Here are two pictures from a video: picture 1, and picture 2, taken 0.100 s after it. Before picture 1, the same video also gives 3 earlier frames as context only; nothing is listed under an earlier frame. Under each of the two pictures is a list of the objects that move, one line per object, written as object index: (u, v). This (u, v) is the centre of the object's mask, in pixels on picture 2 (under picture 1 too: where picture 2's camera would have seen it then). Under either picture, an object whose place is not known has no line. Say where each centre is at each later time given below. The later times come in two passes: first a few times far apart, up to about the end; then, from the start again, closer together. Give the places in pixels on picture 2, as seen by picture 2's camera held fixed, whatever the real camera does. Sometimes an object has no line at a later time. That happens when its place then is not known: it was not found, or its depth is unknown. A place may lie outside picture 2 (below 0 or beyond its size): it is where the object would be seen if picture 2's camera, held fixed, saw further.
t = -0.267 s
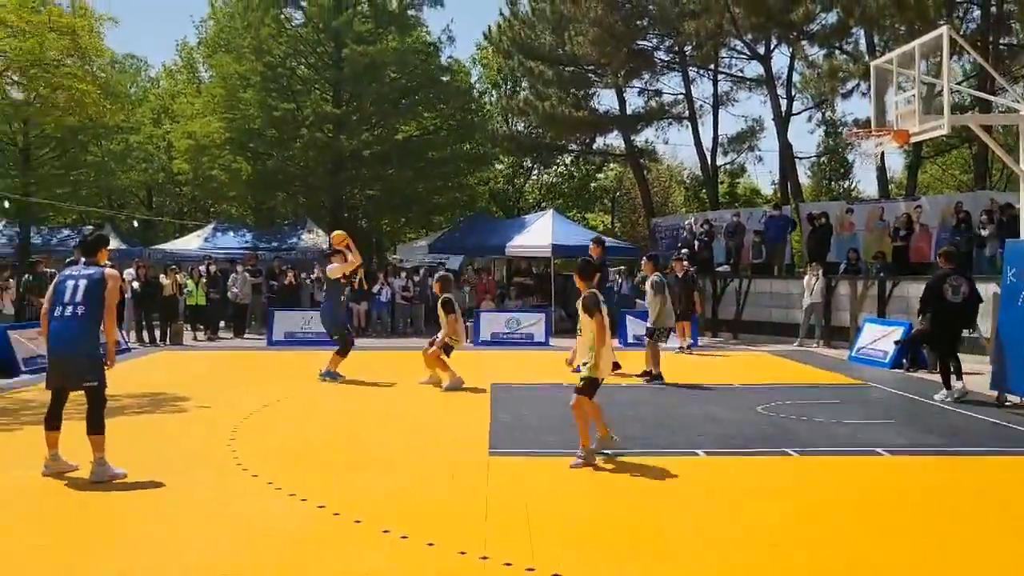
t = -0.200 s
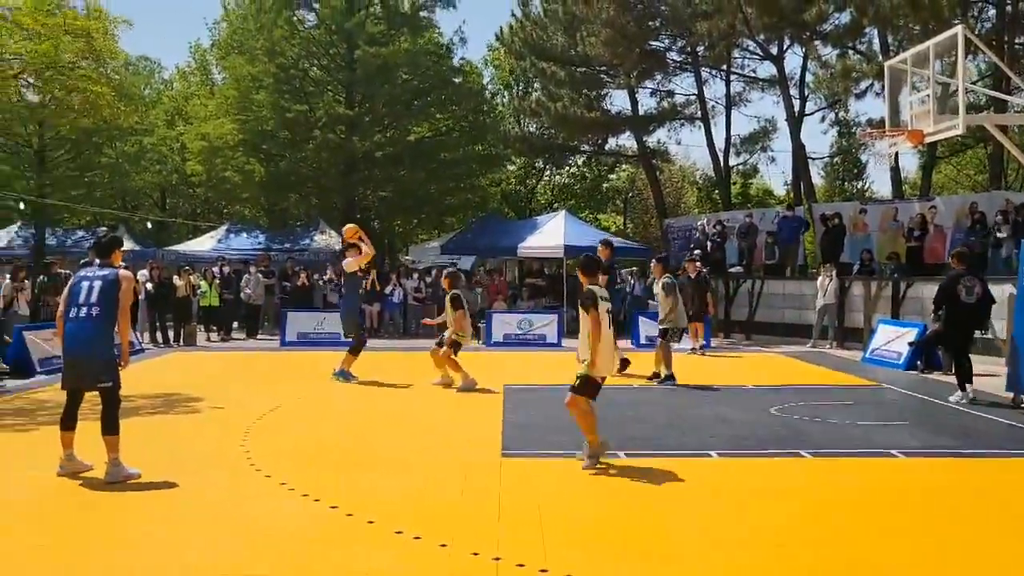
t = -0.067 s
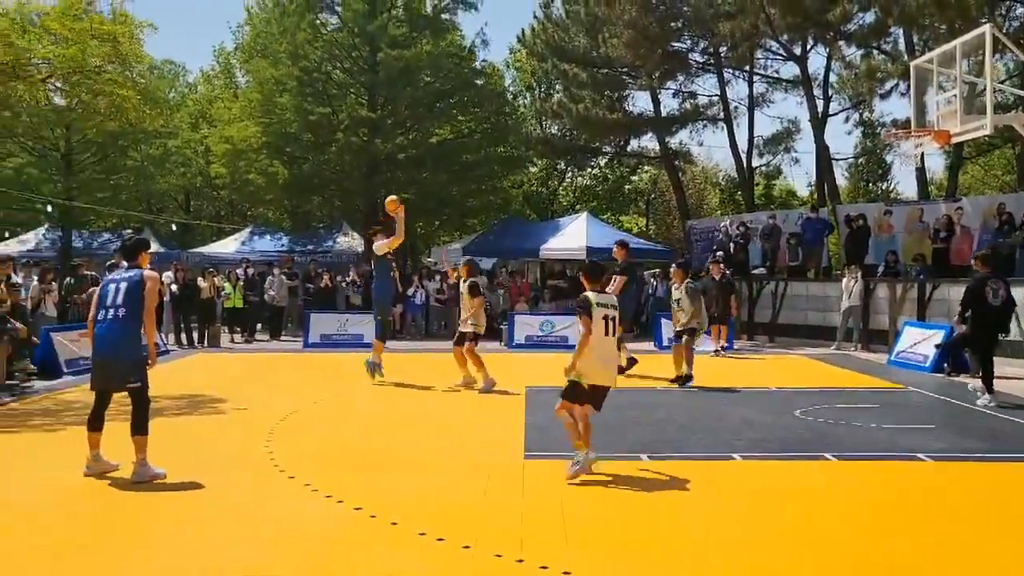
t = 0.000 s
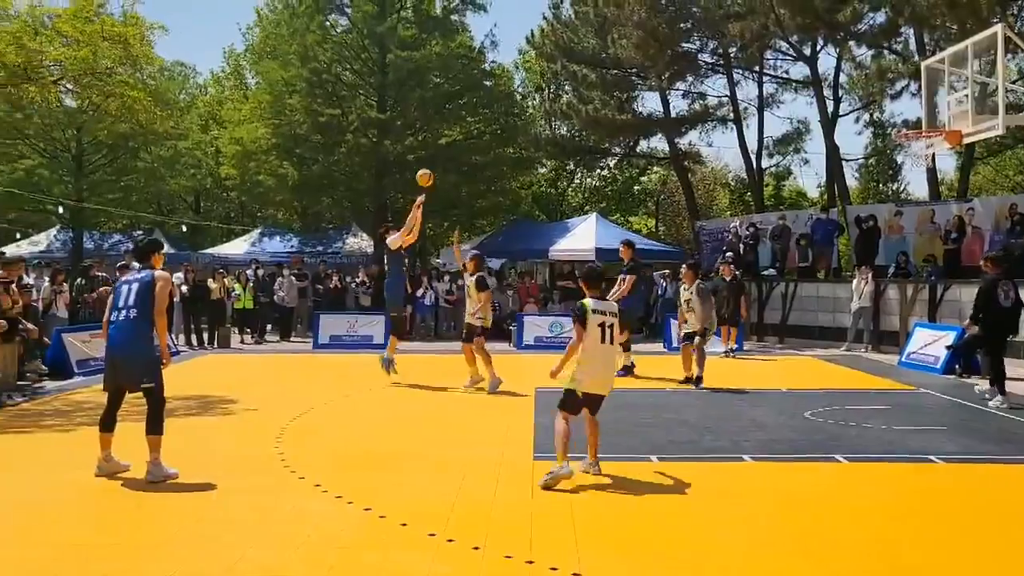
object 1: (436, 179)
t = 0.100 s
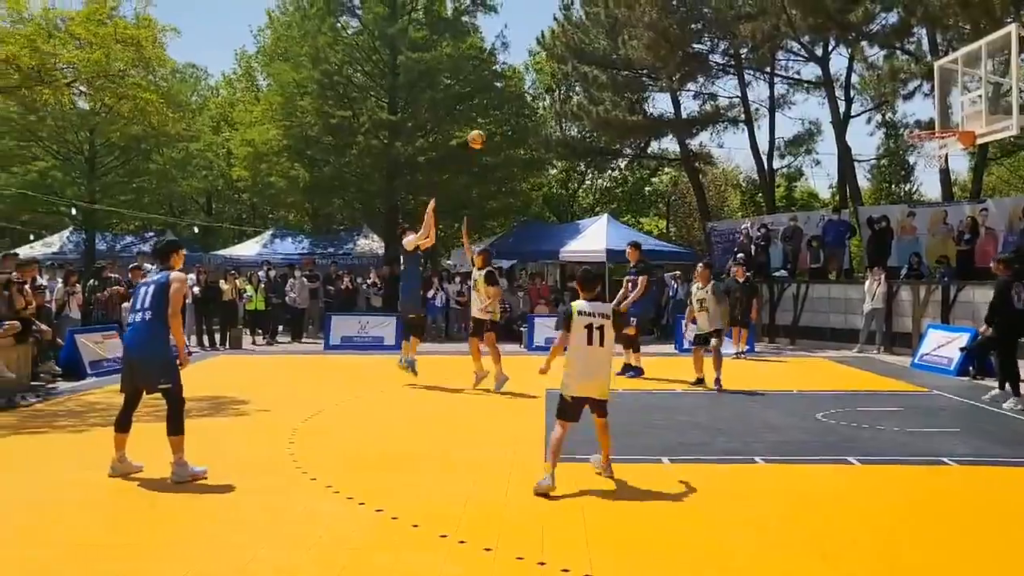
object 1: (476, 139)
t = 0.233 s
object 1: (534, 96)
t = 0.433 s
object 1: (624, 50)
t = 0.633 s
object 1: (723, 35)
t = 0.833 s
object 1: (831, 52)
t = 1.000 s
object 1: (927, 96)
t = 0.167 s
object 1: (504, 116)
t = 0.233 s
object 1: (534, 96)
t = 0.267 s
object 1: (548, 87)
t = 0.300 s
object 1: (563, 77)
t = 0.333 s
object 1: (578, 70)
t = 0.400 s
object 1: (609, 57)
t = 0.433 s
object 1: (624, 50)
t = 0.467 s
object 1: (640, 46)
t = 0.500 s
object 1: (656, 41)
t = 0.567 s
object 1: (690, 36)
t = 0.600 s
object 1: (707, 35)
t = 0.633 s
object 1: (723, 35)
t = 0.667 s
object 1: (741, 35)
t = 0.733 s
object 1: (776, 39)
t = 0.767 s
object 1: (793, 42)
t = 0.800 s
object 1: (812, 46)
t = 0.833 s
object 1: (831, 52)
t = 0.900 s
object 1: (869, 66)
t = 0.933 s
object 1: (887, 73)
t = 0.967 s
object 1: (907, 85)
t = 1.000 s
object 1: (927, 96)
